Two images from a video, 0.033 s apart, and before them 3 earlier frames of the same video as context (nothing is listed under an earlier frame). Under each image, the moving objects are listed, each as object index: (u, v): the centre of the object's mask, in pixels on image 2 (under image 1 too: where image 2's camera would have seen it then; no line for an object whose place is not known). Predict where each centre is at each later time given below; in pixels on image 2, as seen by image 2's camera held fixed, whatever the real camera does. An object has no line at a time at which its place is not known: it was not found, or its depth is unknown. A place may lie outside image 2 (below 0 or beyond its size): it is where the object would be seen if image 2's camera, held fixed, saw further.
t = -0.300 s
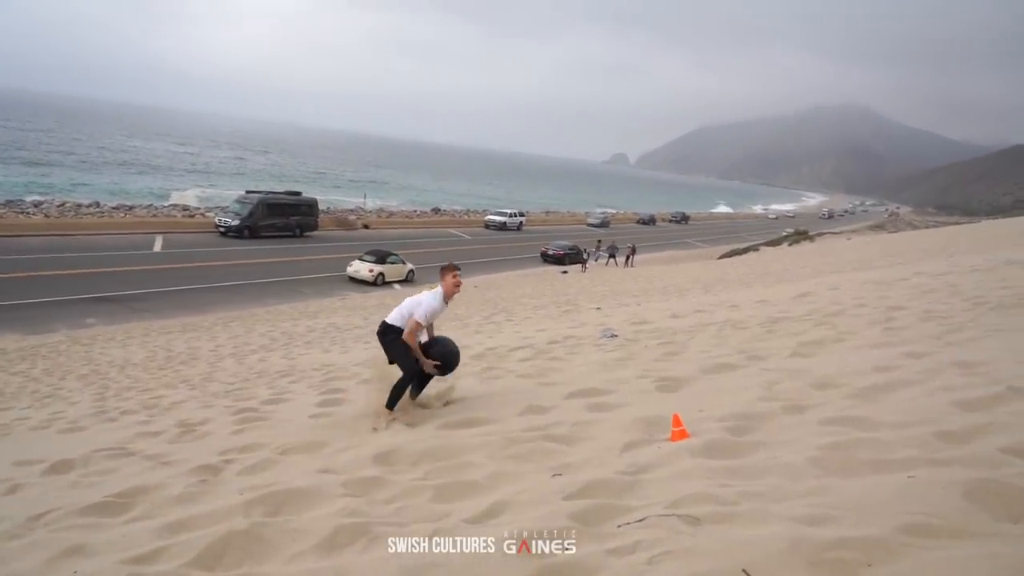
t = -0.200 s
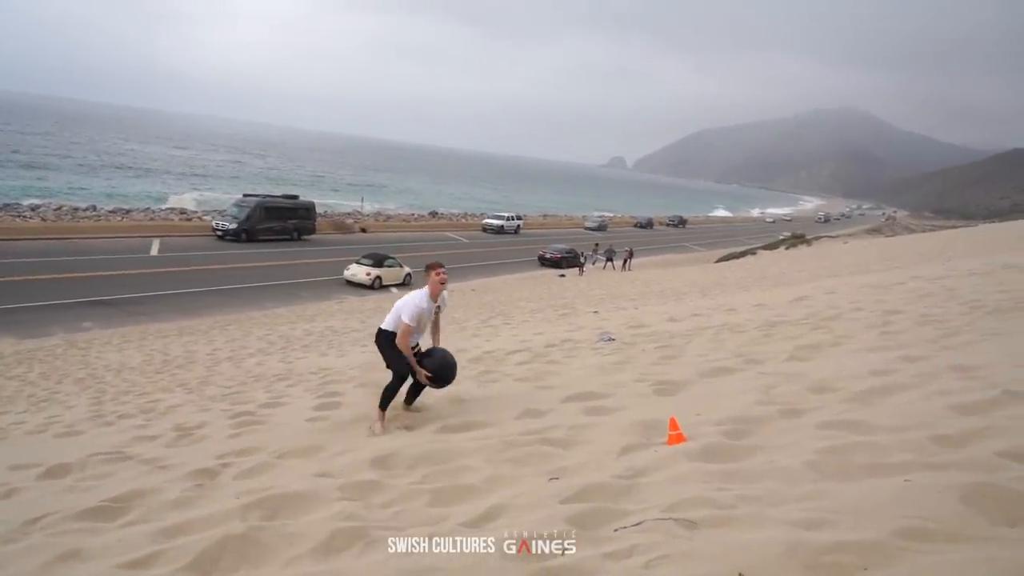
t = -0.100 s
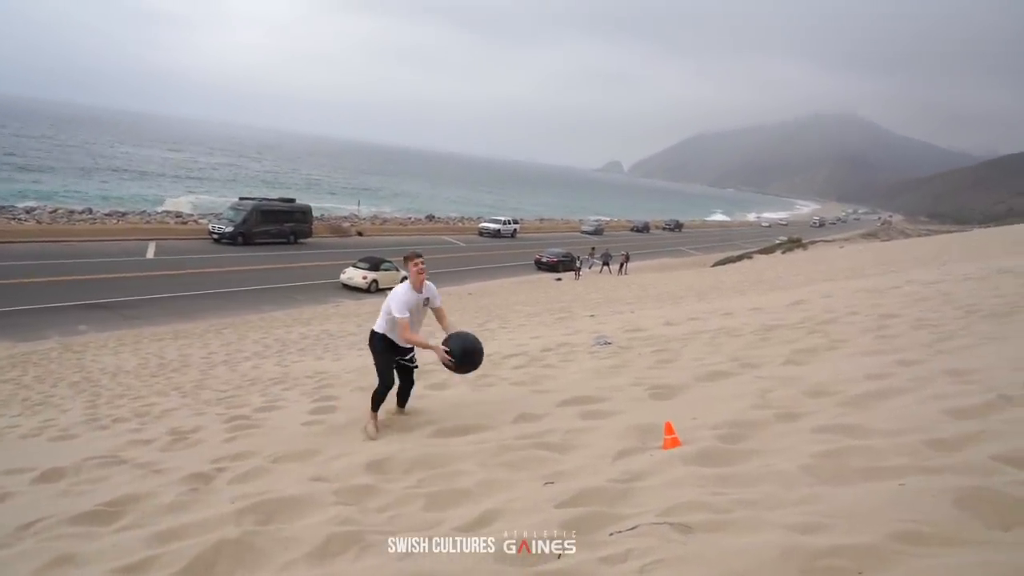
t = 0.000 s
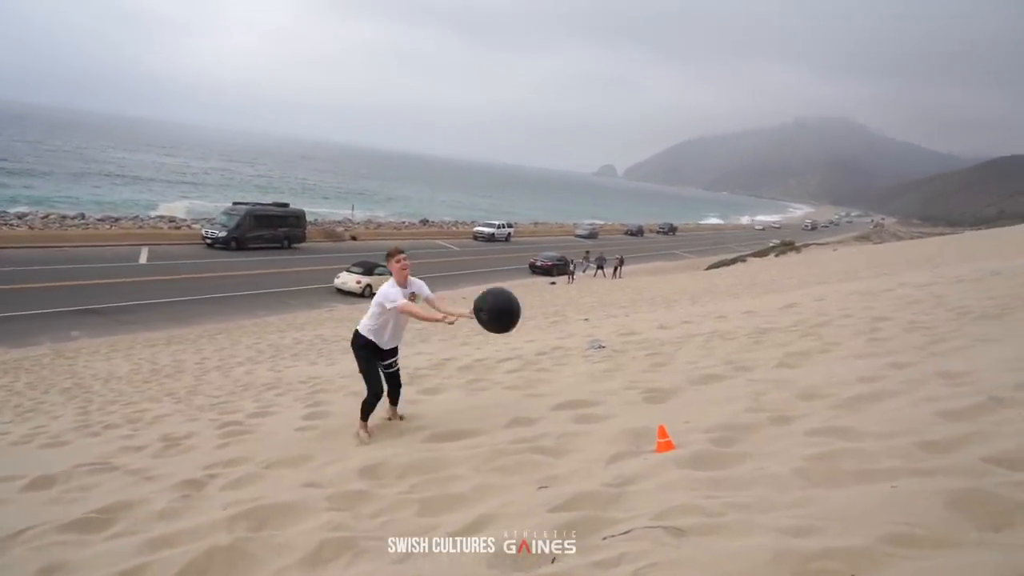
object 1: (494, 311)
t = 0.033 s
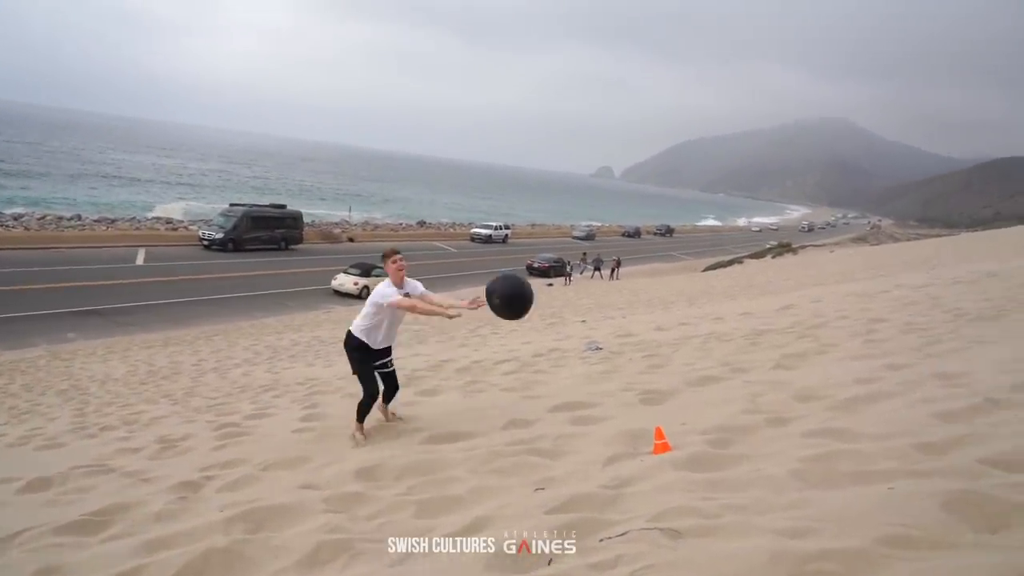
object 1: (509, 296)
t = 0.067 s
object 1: (525, 281)
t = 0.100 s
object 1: (540, 266)
